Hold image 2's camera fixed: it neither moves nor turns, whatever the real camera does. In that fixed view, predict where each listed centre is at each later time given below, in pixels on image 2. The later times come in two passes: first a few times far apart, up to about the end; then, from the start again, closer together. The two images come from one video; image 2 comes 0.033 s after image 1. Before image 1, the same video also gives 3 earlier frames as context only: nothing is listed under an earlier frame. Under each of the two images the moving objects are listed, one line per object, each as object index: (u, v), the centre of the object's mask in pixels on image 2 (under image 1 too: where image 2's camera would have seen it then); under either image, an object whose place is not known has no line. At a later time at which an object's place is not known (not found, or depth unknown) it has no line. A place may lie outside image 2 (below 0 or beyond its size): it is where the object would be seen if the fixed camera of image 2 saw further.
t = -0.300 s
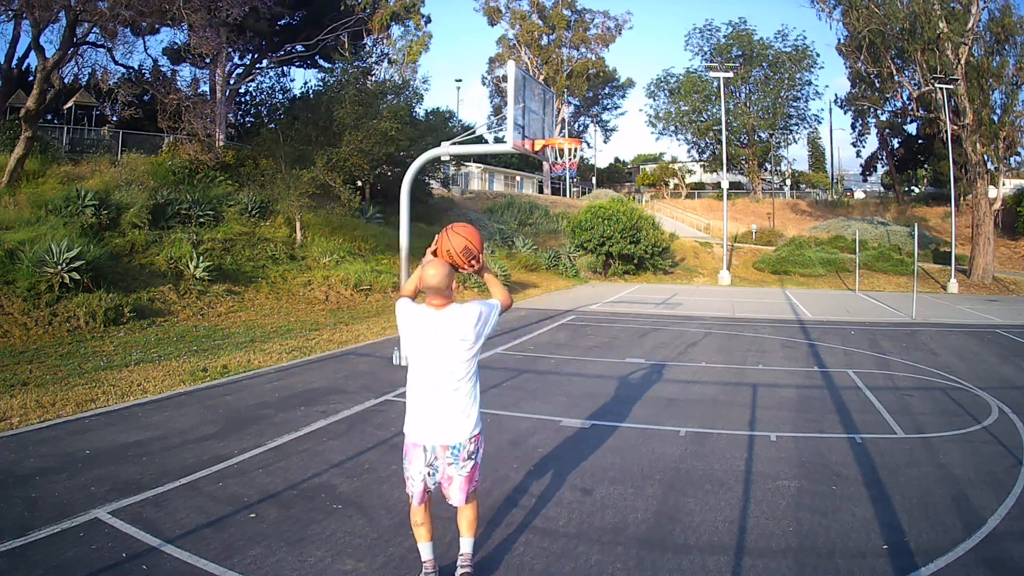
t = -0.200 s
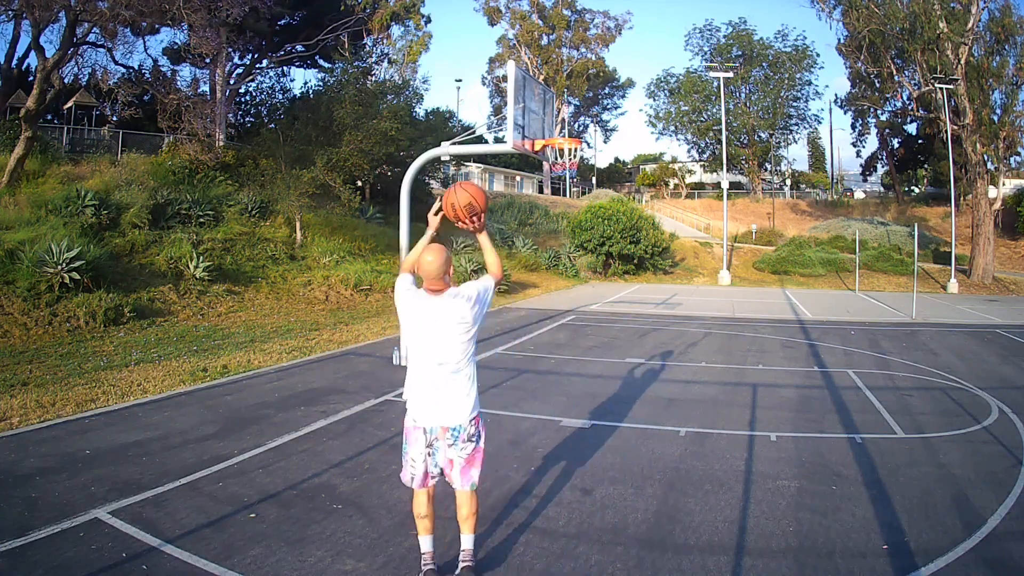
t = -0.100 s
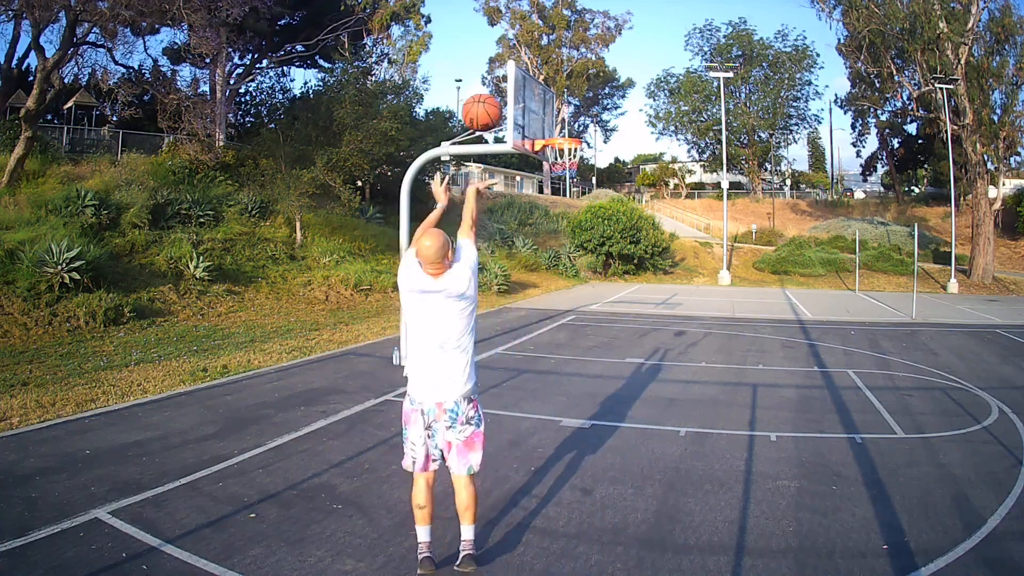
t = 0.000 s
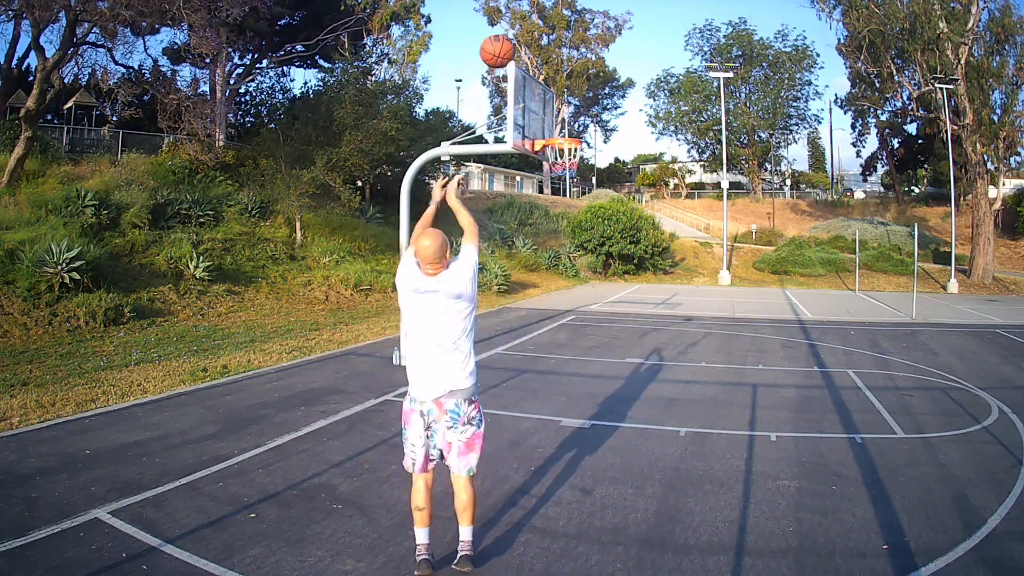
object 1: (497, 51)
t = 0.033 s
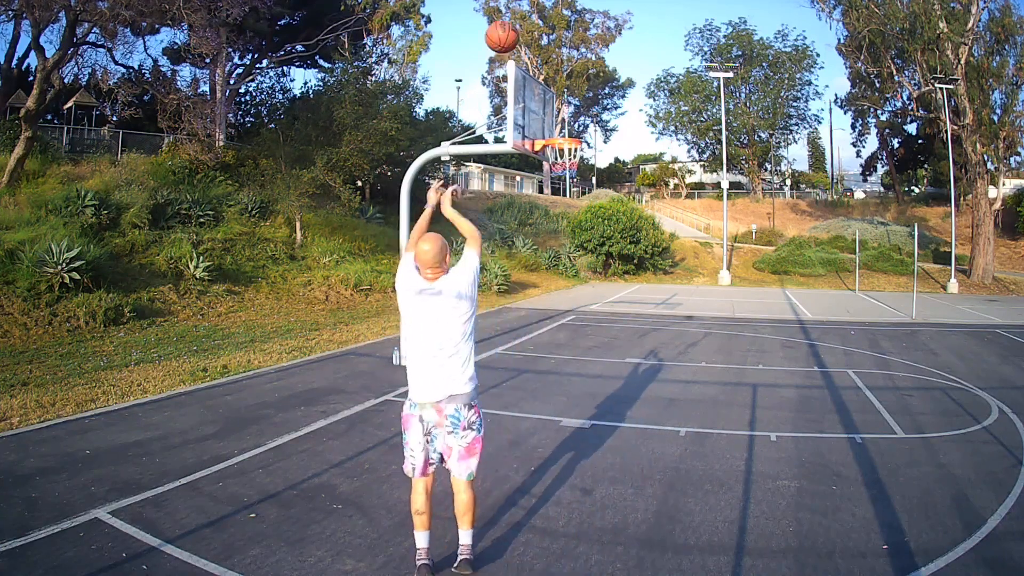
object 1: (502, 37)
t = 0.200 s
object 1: (520, 5)
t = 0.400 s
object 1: (535, 4)
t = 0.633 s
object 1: (547, 34)
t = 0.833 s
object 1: (555, 92)
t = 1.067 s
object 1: (561, 165)
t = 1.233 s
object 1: (568, 175)
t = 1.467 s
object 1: (575, 229)
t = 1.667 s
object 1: (580, 304)
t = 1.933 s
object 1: (588, 314)
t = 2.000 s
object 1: (591, 293)
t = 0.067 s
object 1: (505, 25)
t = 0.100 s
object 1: (510, 15)
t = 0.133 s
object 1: (513, 10)
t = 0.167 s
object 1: (517, 7)
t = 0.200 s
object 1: (520, 5)
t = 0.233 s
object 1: (523, 3)
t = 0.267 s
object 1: (525, 3)
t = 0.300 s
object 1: (528, 2)
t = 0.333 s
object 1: (530, 2)
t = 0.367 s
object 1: (533, 3)
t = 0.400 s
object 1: (535, 4)
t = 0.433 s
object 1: (537, 5)
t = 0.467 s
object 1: (539, 7)
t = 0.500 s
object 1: (541, 9)
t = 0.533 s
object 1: (543, 14)
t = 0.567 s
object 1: (544, 20)
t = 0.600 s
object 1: (546, 27)
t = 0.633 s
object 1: (547, 34)
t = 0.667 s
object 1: (549, 43)
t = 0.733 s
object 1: (553, 60)
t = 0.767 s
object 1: (553, 71)
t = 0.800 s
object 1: (555, 81)
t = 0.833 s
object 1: (555, 92)
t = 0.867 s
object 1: (556, 104)
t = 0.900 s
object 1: (558, 117)
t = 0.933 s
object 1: (559, 128)
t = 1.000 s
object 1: (555, 157)
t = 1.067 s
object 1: (561, 165)
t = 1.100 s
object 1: (564, 162)
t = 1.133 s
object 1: (565, 164)
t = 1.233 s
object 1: (568, 175)
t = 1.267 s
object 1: (570, 180)
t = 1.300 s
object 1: (571, 187)
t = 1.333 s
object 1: (572, 194)
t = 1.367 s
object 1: (572, 201)
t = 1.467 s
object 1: (575, 229)
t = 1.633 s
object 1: (579, 290)
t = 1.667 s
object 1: (580, 304)
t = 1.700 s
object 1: (581, 319)
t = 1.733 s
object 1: (581, 334)
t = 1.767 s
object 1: (582, 350)
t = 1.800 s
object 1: (583, 362)
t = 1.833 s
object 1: (584, 349)
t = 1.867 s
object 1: (586, 336)
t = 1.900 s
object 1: (587, 325)
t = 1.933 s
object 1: (588, 314)
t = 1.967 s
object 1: (590, 303)
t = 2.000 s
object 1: (591, 293)
